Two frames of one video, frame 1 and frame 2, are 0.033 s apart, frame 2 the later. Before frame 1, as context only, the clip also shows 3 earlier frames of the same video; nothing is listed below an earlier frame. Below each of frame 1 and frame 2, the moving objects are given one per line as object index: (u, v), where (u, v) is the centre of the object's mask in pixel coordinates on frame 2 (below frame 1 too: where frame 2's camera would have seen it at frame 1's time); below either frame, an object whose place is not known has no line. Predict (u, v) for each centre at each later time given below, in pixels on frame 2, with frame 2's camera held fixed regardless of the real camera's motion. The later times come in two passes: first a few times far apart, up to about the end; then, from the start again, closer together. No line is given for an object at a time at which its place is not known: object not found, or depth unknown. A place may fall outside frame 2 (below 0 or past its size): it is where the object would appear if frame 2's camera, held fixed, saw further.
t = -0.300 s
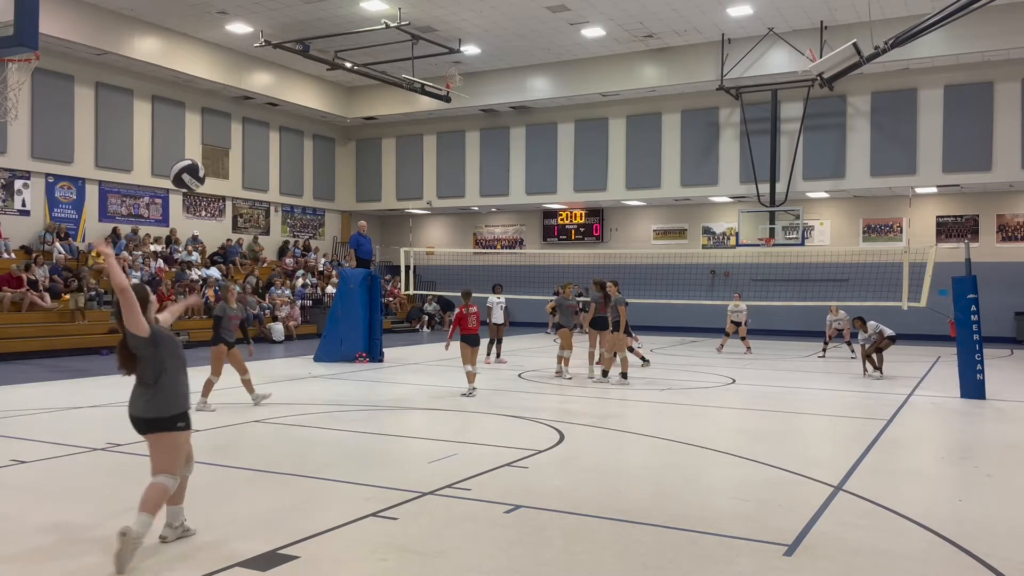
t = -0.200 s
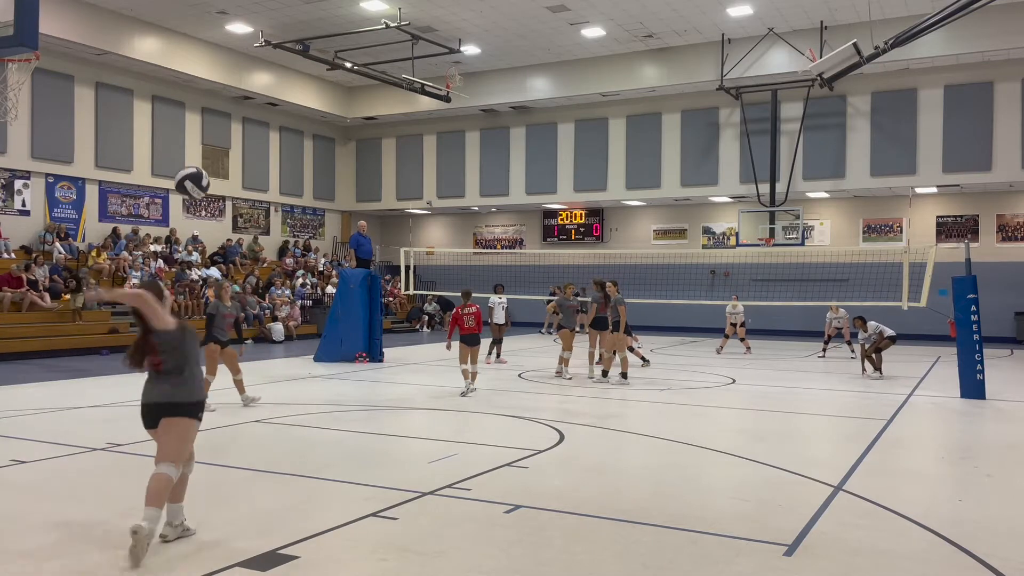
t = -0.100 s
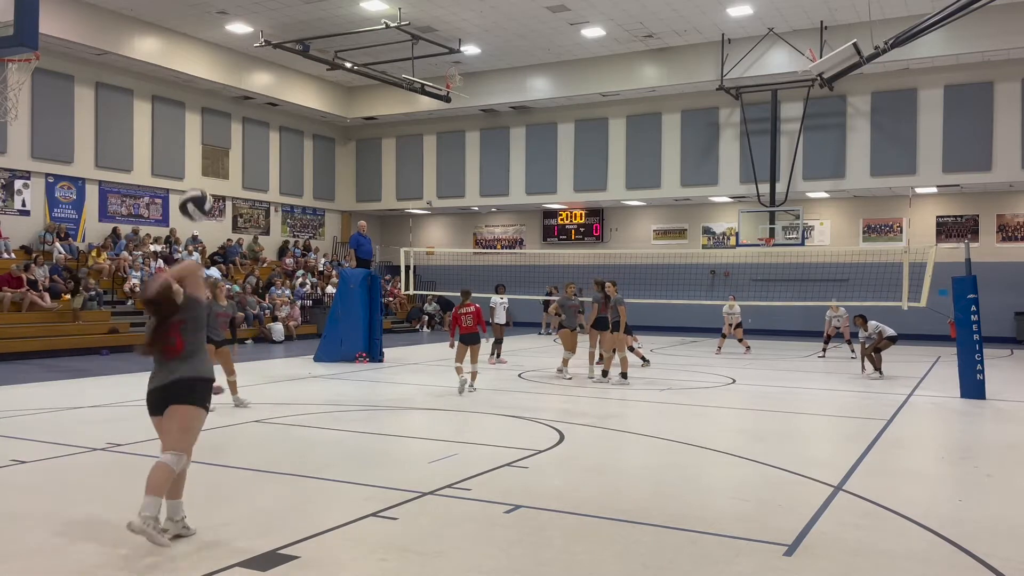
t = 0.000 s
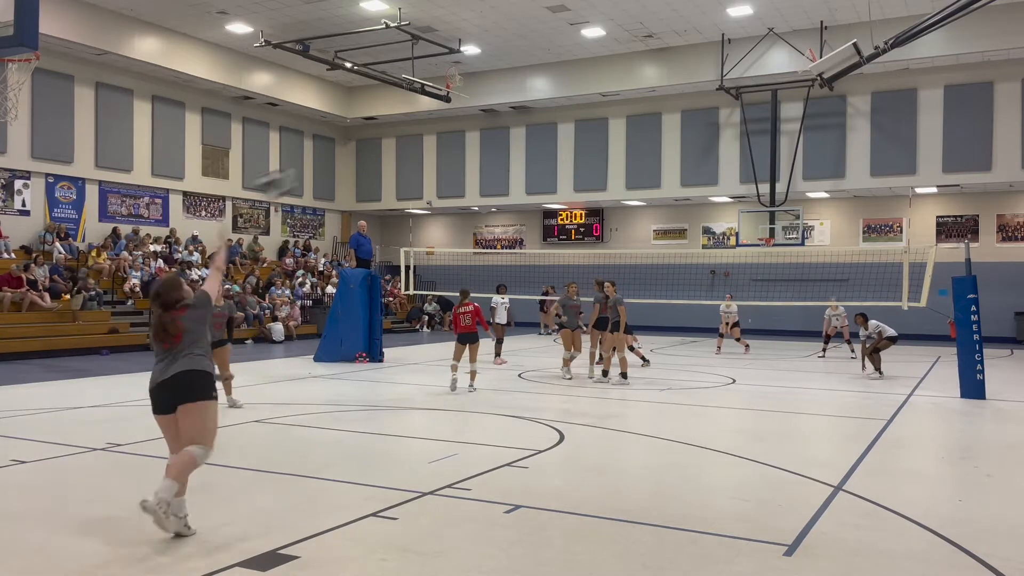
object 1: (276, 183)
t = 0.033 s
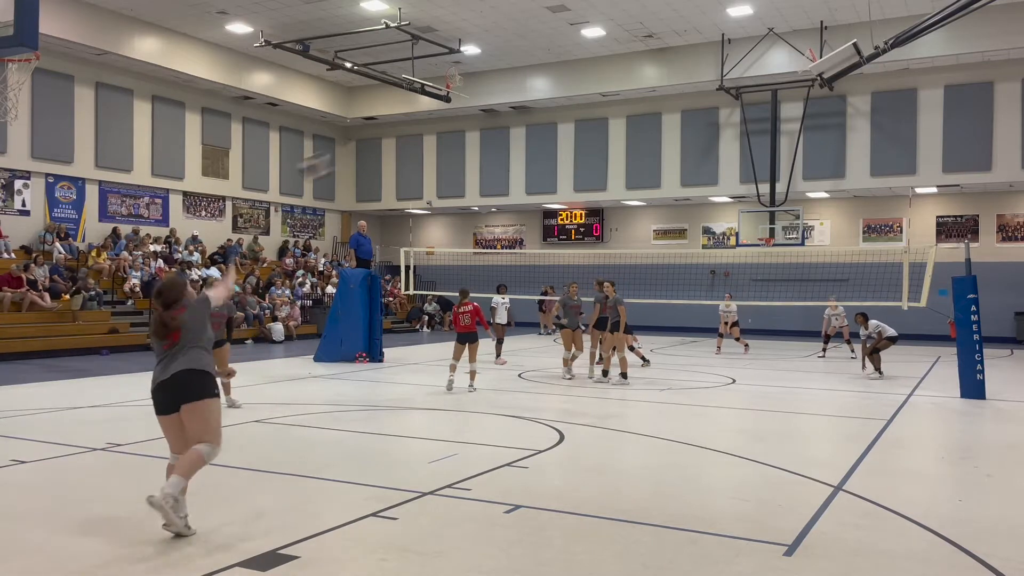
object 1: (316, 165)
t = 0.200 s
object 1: (460, 121)
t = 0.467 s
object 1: (587, 121)
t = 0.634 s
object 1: (635, 143)
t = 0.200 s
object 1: (460, 121)
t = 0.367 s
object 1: (547, 115)
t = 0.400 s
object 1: (561, 115)
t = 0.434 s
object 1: (575, 118)
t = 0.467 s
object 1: (587, 121)
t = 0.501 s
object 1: (598, 125)
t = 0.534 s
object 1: (608, 128)
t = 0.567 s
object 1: (616, 134)
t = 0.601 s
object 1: (626, 138)
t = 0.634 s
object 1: (635, 143)
